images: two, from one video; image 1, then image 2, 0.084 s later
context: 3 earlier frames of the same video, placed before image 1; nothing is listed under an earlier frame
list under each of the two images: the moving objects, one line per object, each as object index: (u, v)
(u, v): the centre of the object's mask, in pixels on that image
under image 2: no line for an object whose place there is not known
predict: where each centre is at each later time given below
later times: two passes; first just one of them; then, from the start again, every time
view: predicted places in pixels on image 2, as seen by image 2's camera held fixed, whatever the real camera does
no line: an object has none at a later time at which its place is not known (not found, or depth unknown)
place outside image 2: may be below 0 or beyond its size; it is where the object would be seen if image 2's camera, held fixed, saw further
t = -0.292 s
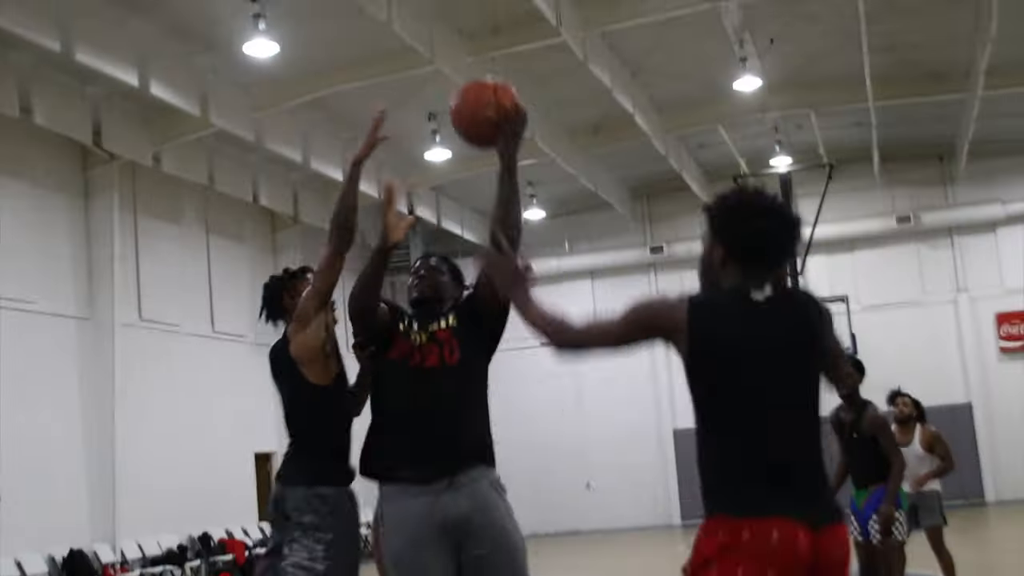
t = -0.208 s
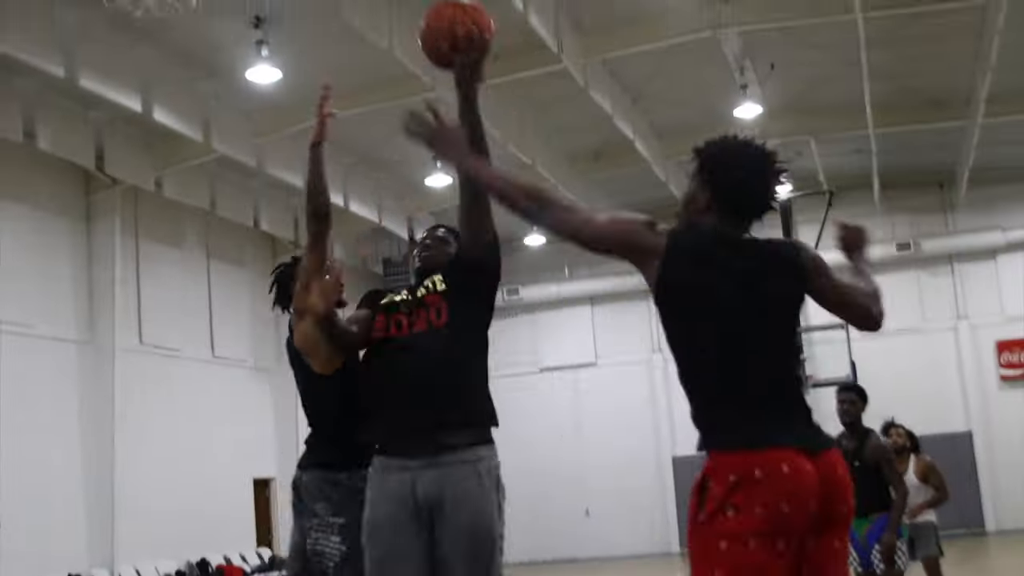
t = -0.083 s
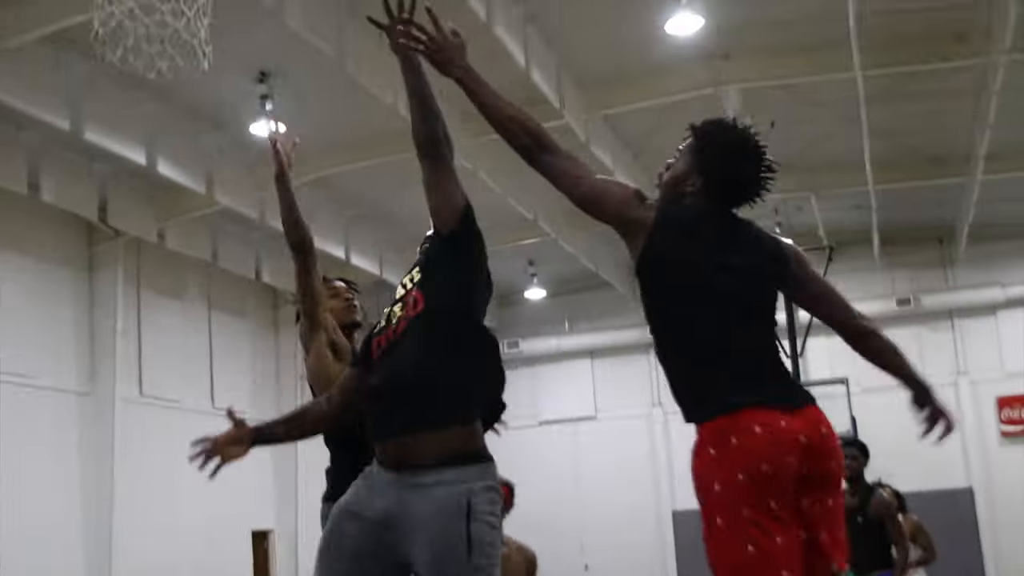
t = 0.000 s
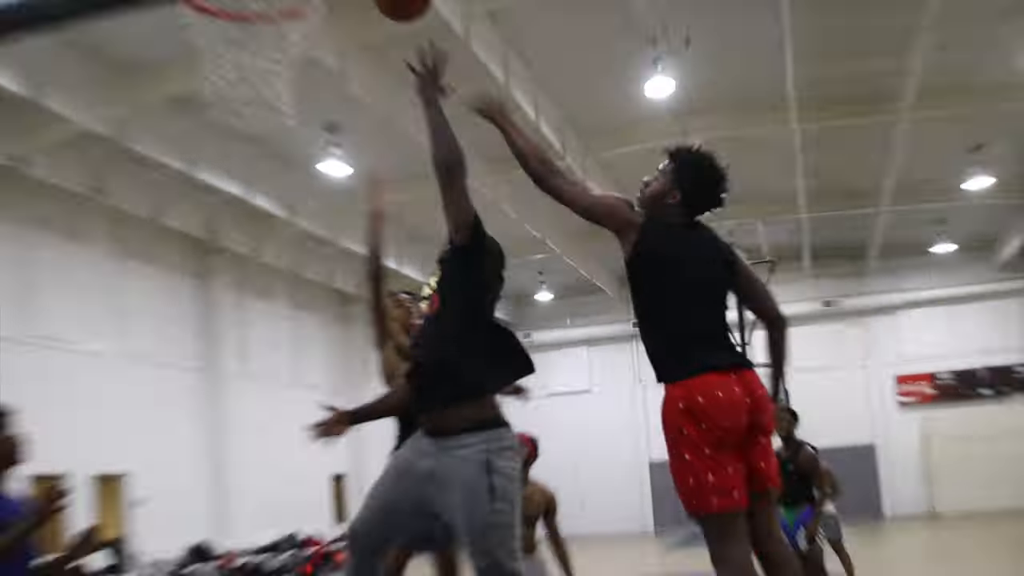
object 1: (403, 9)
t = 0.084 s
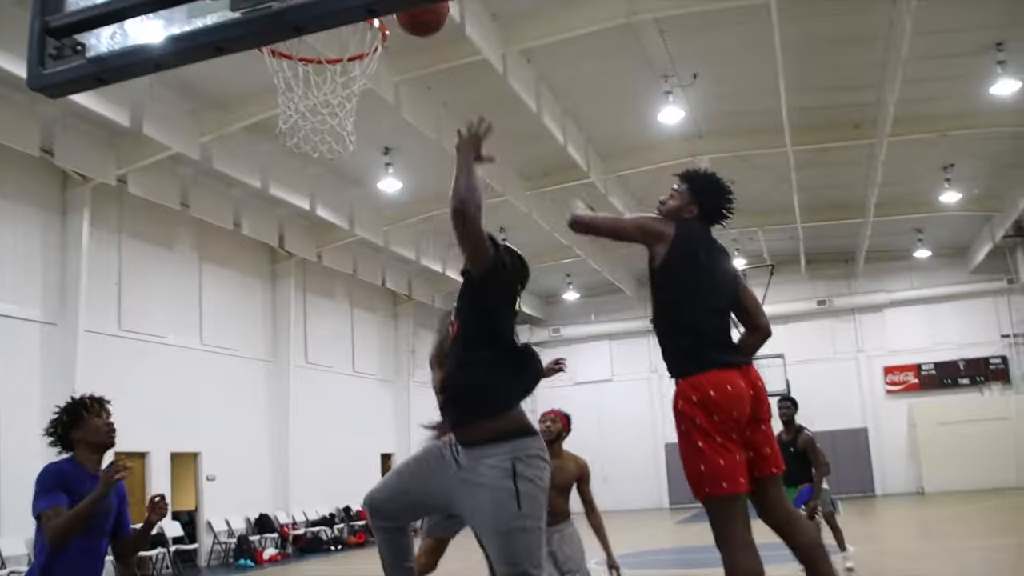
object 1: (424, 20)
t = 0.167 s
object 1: (395, 15)
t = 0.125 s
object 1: (408, 17)
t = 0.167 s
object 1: (395, 15)
